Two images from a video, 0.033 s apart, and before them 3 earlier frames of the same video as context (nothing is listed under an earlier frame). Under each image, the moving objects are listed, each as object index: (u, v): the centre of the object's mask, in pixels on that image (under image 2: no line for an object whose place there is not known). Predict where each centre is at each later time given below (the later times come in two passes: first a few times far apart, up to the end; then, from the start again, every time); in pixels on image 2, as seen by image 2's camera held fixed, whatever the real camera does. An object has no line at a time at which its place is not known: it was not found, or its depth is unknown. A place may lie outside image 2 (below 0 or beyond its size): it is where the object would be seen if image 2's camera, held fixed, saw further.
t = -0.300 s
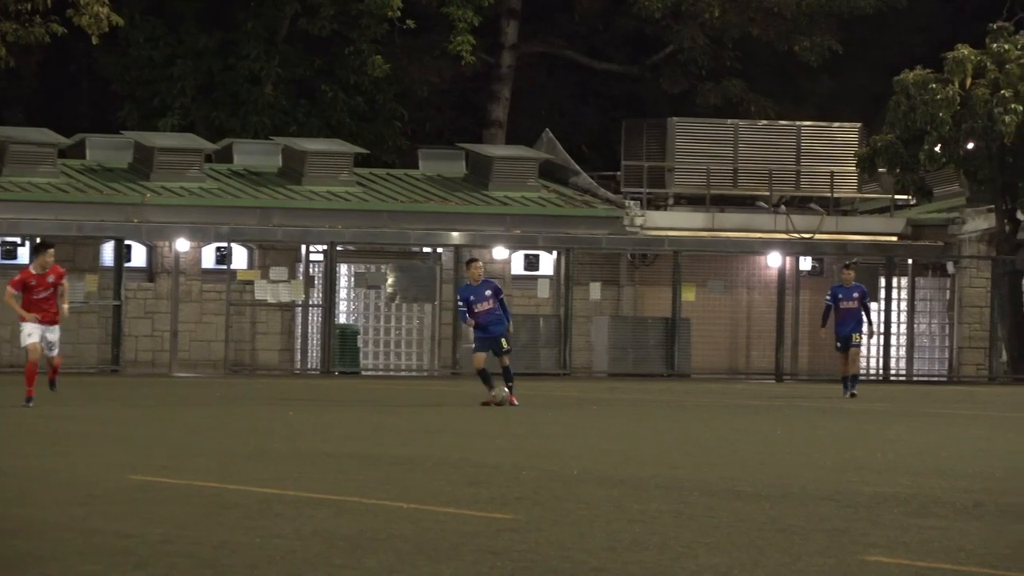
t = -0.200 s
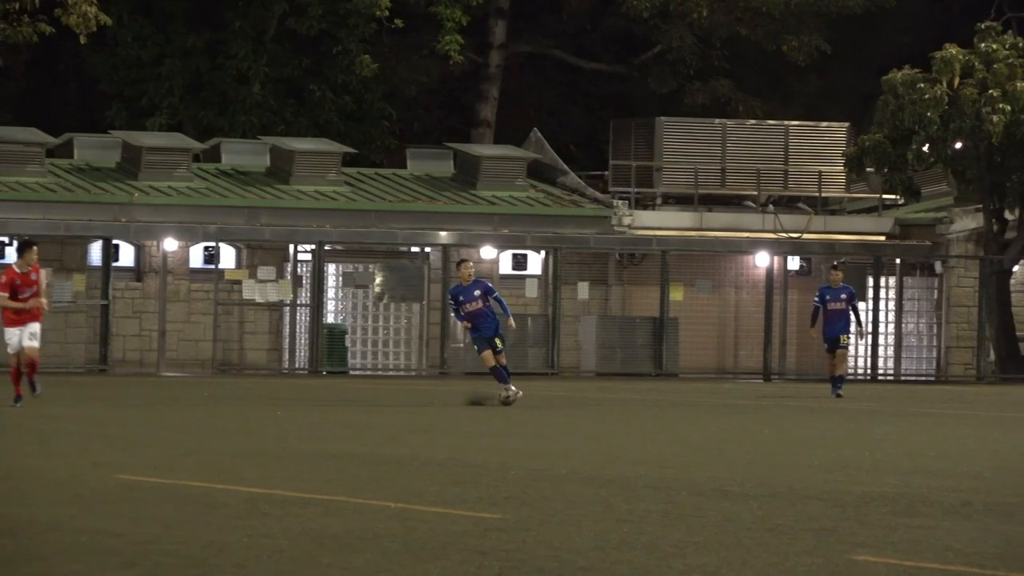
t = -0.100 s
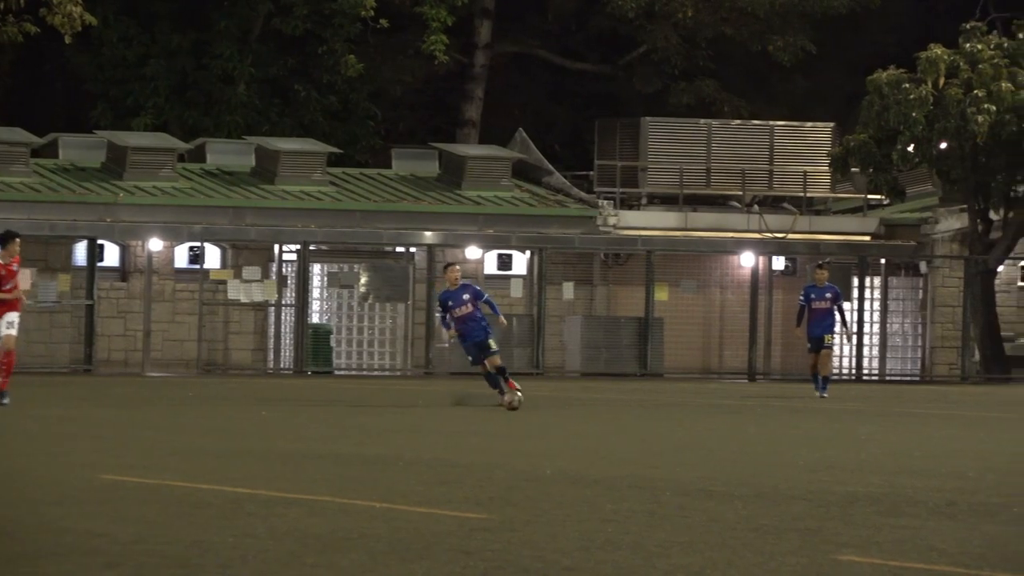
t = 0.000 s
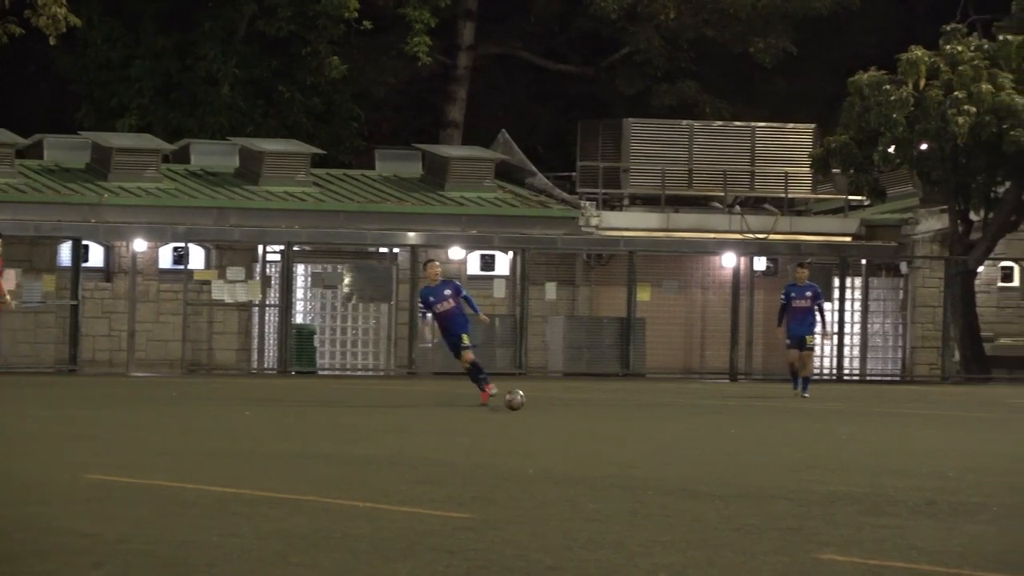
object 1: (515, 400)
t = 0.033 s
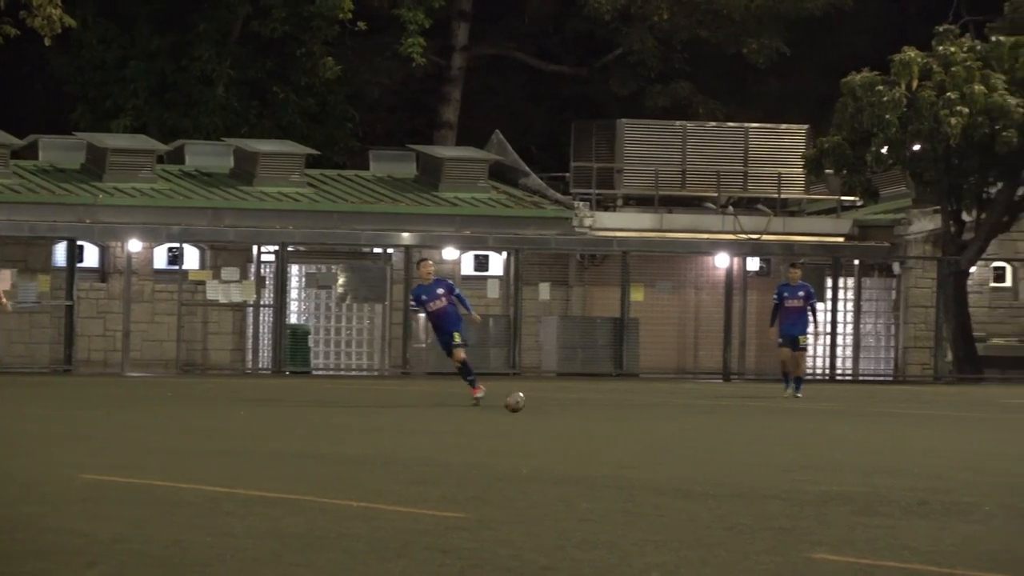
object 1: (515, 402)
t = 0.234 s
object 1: (547, 407)
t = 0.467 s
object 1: (581, 411)
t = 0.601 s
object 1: (595, 403)
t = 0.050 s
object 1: (518, 404)
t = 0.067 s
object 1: (521, 404)
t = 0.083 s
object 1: (524, 403)
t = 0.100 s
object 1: (526, 403)
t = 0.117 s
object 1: (529, 403)
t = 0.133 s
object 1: (531, 403)
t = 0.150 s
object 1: (534, 403)
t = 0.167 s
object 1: (537, 403)
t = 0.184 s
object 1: (540, 404)
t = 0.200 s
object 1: (543, 405)
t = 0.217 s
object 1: (545, 407)
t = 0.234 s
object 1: (547, 407)
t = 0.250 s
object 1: (549, 406)
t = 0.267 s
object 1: (552, 406)
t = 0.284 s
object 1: (554, 404)
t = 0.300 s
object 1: (557, 404)
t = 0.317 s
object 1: (560, 403)
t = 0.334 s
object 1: (562, 403)
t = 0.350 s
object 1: (564, 404)
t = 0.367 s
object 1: (566, 404)
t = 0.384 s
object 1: (568, 405)
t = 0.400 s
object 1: (571, 406)
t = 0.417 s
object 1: (573, 408)
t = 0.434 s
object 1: (576, 410)
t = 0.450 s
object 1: (578, 412)
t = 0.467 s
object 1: (581, 411)
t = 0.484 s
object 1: (582, 409)
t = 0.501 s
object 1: (584, 407)
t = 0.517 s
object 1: (585, 406)
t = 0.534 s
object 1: (588, 405)
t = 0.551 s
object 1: (589, 404)
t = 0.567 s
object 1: (591, 404)
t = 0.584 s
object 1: (593, 403)
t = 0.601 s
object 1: (595, 403)
